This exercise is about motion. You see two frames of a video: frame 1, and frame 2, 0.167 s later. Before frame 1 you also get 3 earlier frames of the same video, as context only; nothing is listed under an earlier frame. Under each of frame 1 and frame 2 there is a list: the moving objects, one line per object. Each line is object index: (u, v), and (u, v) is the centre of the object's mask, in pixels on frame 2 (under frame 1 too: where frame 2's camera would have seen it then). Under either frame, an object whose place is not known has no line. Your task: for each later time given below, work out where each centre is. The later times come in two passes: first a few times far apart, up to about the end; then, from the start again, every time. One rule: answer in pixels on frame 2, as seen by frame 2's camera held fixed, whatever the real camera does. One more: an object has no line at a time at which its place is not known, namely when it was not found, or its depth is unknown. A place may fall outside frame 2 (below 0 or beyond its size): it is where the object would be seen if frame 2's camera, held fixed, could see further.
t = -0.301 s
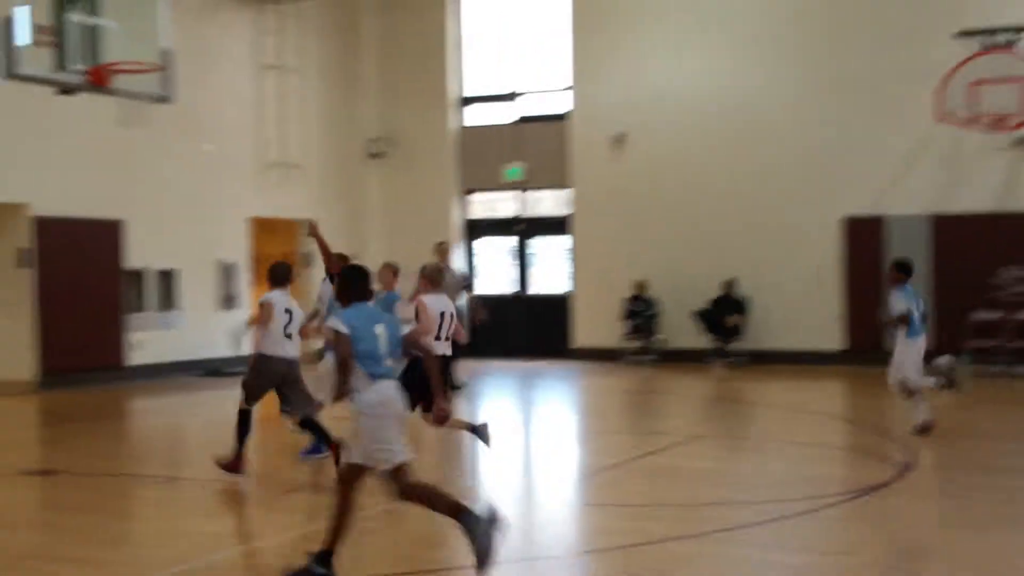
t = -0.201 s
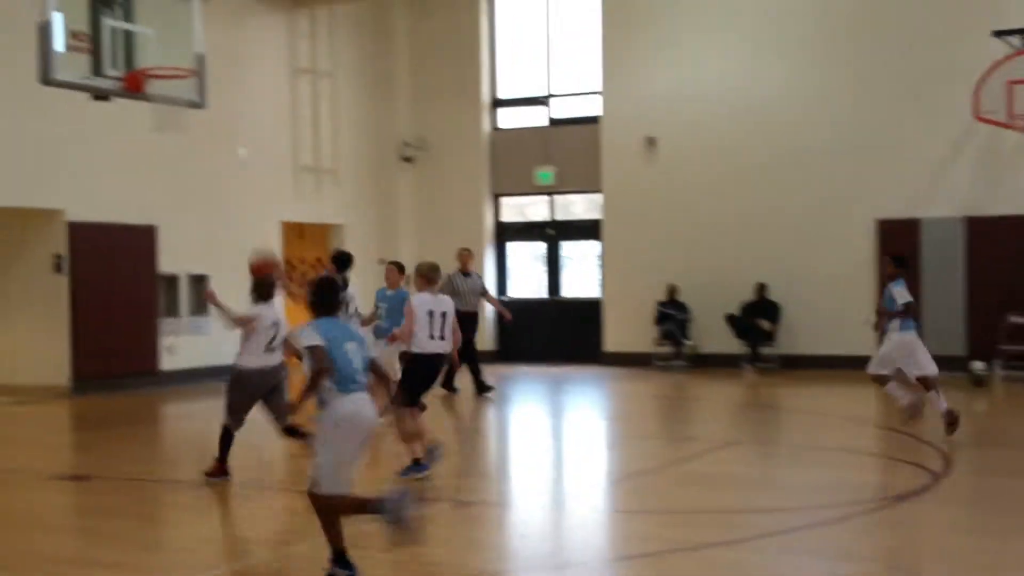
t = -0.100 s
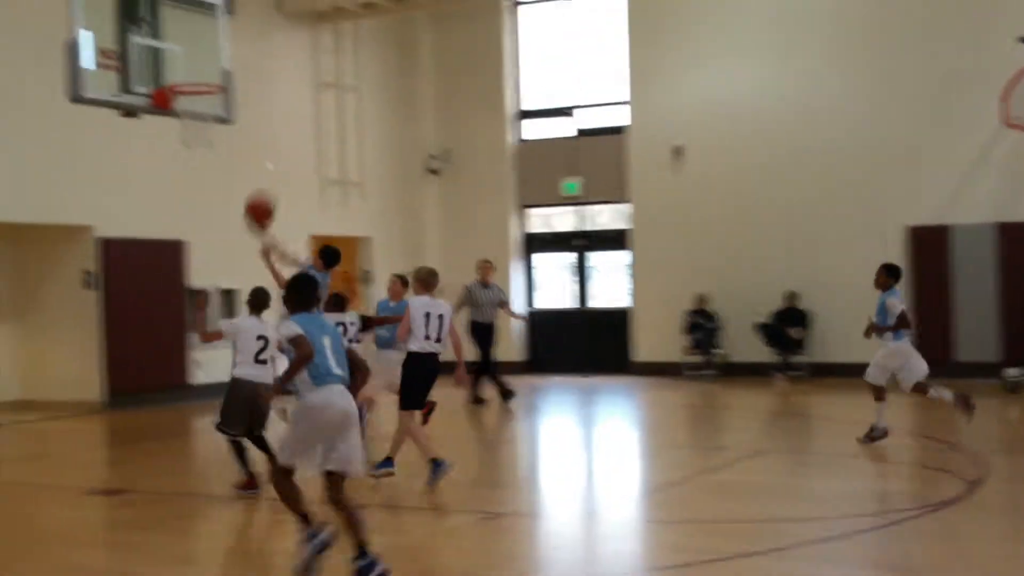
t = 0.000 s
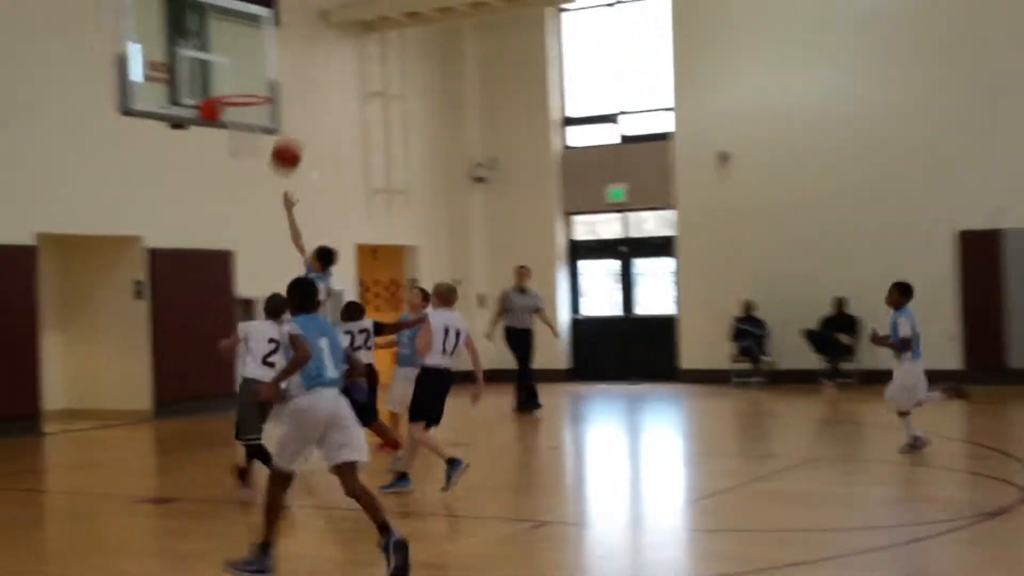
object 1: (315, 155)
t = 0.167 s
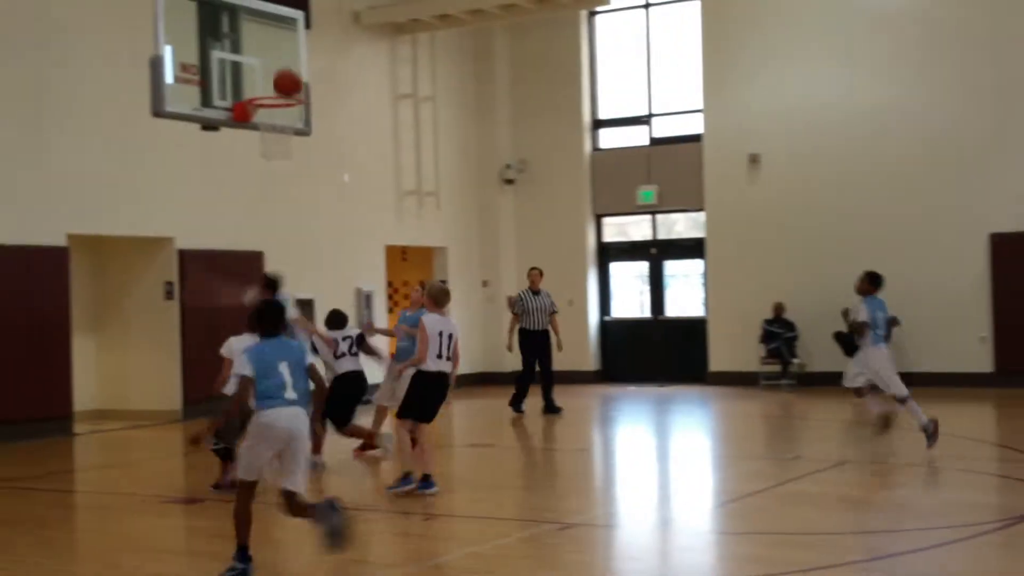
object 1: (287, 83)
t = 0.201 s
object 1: (282, 73)
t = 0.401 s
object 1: (252, 43)
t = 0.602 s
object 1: (250, 49)
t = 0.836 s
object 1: (297, 83)
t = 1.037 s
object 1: (330, 101)
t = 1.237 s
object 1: (365, 168)
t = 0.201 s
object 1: (282, 73)
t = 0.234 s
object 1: (277, 65)
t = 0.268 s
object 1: (272, 58)
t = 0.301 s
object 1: (267, 53)
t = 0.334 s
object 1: (262, 48)
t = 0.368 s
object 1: (257, 45)
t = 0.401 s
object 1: (252, 43)
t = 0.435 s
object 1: (247, 43)
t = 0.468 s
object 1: (243, 44)
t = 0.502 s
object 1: (238, 46)
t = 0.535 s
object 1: (236, 47)
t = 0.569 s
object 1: (244, 48)
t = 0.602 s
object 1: (250, 49)
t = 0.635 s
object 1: (257, 52)
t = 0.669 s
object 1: (264, 56)
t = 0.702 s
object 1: (270, 62)
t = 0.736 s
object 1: (278, 69)
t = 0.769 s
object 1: (285, 76)
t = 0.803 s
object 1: (292, 83)
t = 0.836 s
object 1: (297, 83)
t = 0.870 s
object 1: (303, 82)
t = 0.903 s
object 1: (307, 83)
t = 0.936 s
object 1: (313, 86)
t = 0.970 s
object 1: (319, 89)
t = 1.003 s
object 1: (324, 94)
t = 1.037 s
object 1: (330, 101)
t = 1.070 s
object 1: (335, 108)
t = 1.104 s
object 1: (342, 118)
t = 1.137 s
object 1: (347, 128)
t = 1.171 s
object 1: (354, 142)
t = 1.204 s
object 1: (359, 155)
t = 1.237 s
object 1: (365, 168)
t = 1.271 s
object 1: (371, 185)
